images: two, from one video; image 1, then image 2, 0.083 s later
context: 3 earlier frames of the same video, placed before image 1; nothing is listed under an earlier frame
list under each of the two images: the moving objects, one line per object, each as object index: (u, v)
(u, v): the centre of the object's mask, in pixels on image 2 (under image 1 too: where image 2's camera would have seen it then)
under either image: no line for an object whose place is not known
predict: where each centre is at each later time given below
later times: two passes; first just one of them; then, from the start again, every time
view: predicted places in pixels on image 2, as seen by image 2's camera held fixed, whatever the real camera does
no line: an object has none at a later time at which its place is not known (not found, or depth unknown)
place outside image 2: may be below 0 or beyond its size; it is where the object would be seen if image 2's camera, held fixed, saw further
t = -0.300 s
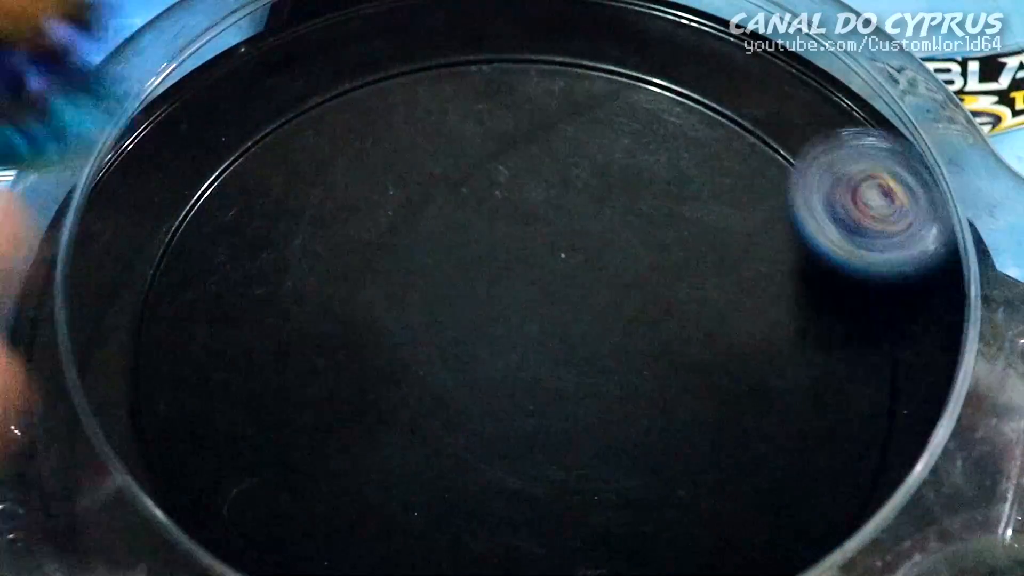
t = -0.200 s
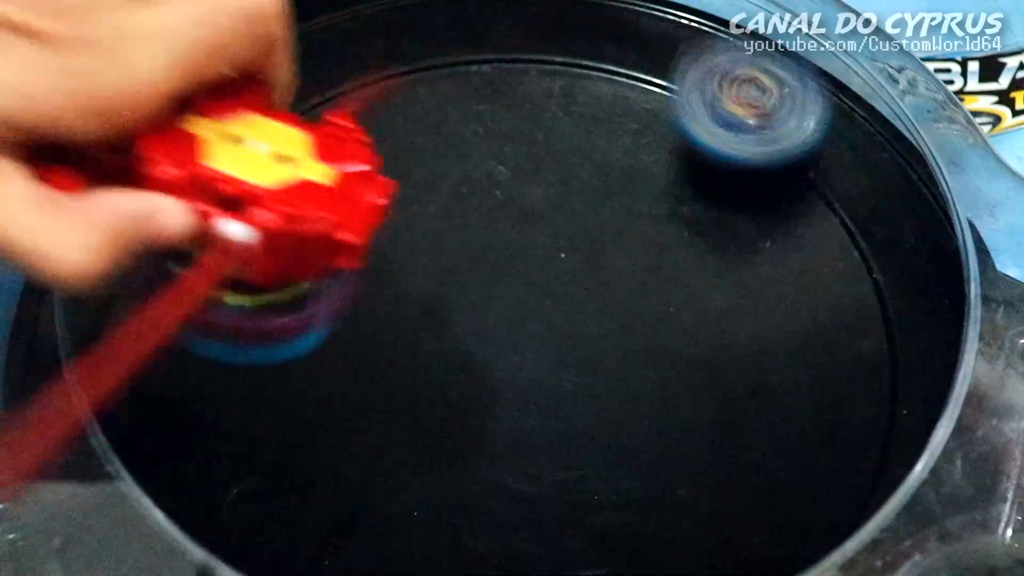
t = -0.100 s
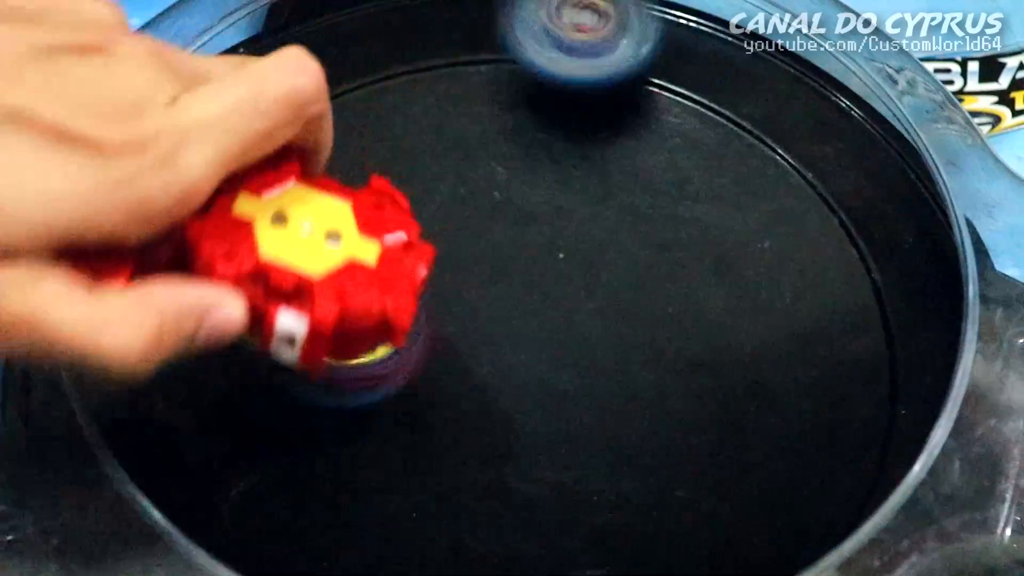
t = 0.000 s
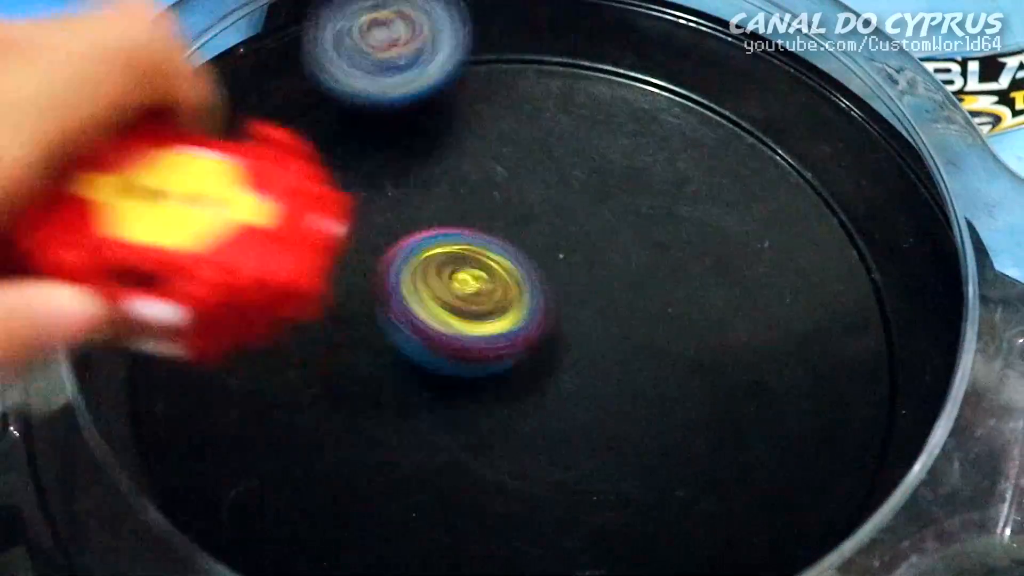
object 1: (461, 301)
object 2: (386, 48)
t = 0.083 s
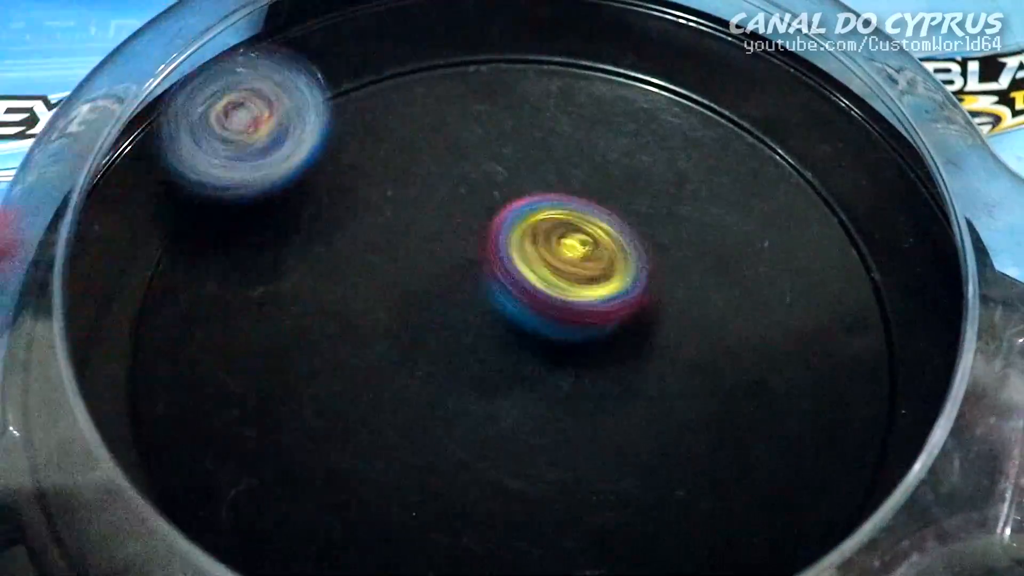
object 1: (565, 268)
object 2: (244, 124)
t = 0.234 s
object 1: (689, 234)
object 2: (189, 413)
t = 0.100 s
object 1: (586, 264)
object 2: (222, 147)
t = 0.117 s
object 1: (604, 263)
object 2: (203, 176)
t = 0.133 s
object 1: (619, 254)
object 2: (185, 206)
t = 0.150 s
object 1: (635, 248)
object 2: (174, 238)
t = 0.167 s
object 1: (650, 248)
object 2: (165, 274)
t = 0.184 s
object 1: (662, 243)
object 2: (161, 305)
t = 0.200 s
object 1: (674, 240)
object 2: (167, 342)
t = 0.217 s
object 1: (682, 237)
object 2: (174, 378)
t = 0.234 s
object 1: (689, 234)
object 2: (189, 413)
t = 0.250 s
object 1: (696, 234)
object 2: (209, 445)
